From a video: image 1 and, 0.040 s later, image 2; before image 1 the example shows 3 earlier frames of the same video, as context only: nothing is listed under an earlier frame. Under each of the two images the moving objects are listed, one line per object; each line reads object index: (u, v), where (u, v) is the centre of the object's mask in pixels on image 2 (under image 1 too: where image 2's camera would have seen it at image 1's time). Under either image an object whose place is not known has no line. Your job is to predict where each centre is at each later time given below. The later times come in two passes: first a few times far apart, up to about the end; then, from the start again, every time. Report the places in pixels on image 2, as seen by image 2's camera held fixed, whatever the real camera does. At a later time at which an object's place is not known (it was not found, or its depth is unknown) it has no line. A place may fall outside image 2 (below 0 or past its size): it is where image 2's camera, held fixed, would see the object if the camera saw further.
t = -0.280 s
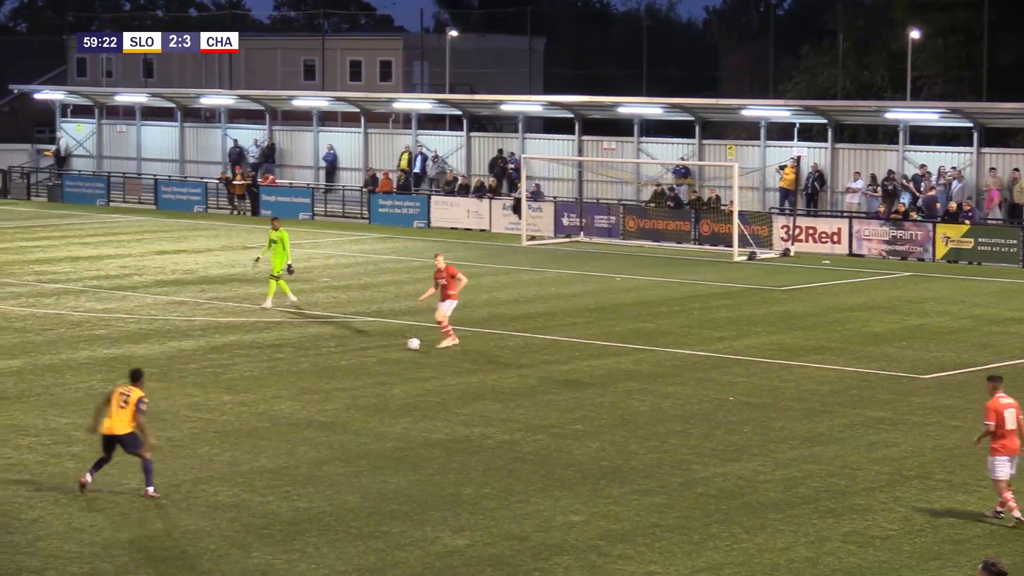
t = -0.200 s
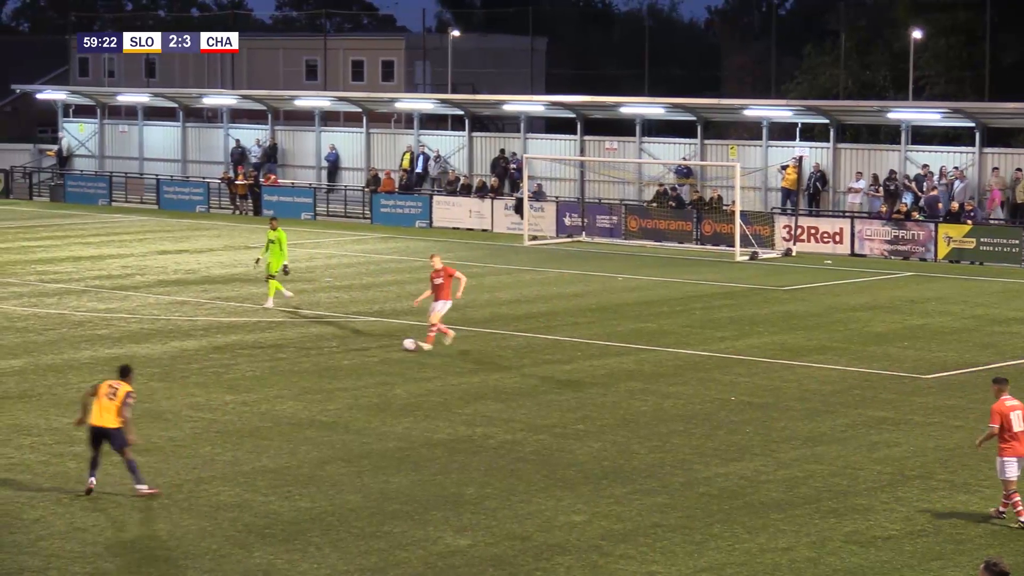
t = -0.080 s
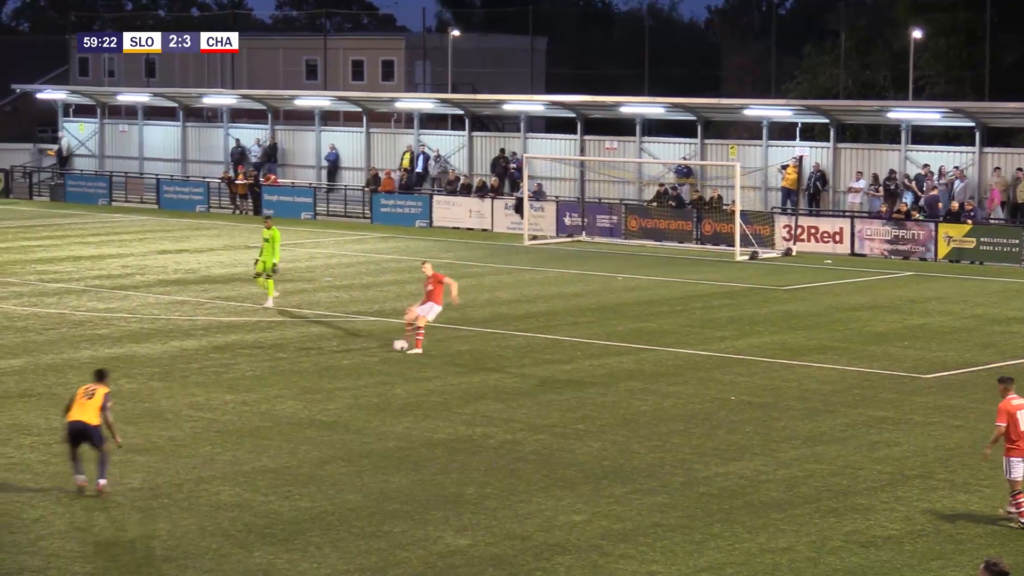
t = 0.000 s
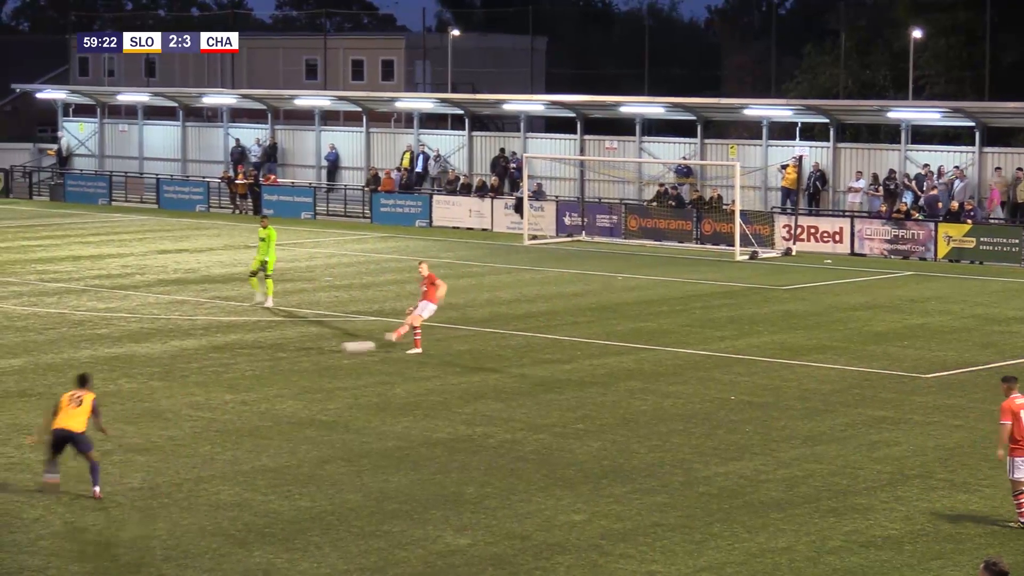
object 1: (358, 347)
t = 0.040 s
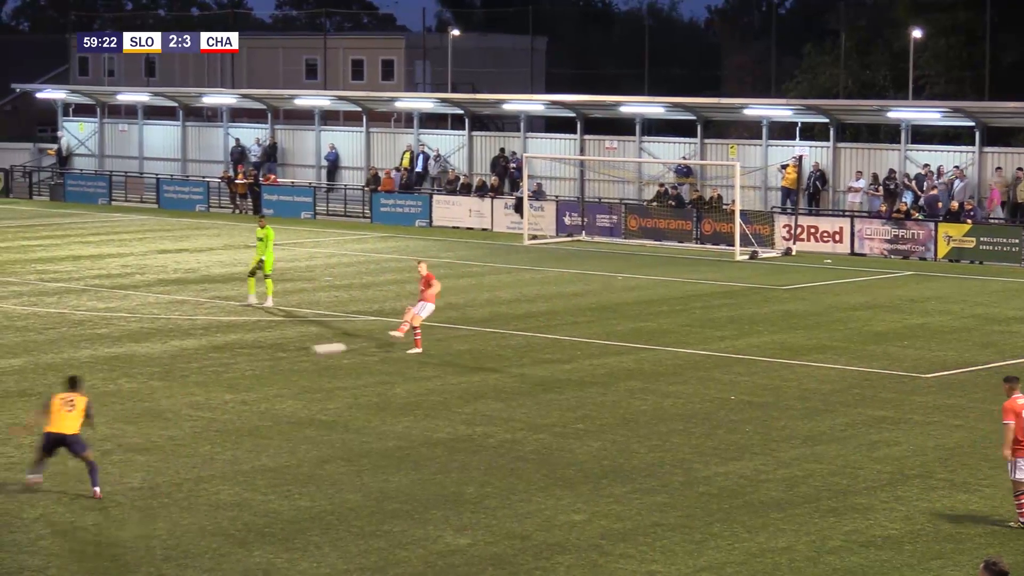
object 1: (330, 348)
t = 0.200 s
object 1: (209, 371)
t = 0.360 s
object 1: (89, 391)
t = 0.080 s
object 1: (299, 352)
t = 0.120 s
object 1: (270, 357)
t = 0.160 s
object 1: (240, 363)
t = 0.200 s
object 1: (209, 371)
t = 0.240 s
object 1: (178, 379)
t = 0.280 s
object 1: (147, 385)
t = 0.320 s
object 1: (118, 387)
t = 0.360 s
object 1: (89, 391)
